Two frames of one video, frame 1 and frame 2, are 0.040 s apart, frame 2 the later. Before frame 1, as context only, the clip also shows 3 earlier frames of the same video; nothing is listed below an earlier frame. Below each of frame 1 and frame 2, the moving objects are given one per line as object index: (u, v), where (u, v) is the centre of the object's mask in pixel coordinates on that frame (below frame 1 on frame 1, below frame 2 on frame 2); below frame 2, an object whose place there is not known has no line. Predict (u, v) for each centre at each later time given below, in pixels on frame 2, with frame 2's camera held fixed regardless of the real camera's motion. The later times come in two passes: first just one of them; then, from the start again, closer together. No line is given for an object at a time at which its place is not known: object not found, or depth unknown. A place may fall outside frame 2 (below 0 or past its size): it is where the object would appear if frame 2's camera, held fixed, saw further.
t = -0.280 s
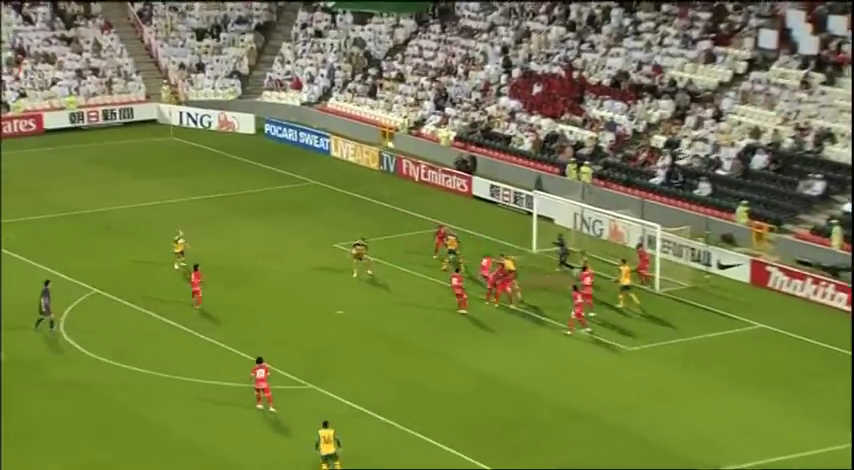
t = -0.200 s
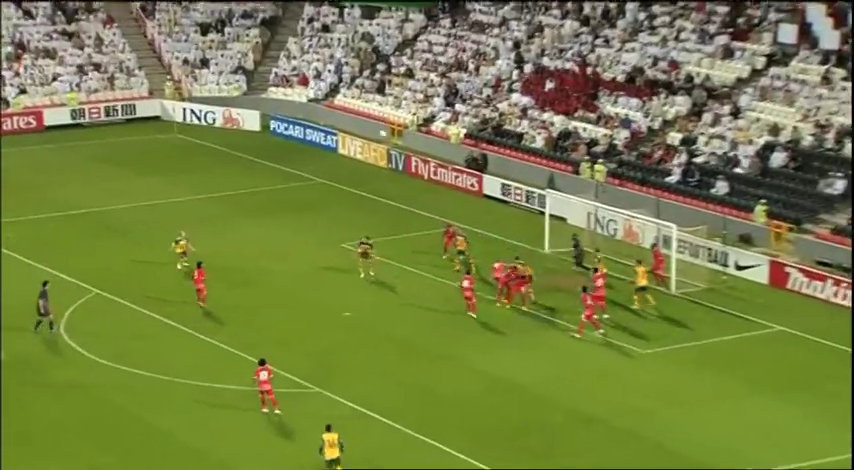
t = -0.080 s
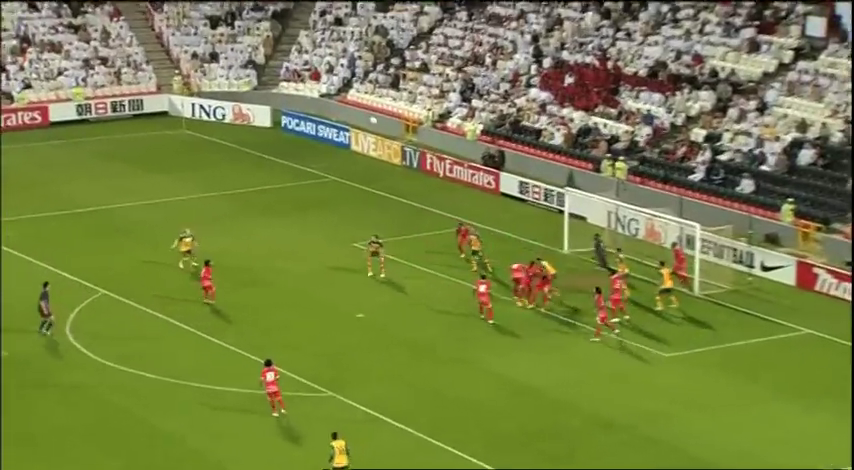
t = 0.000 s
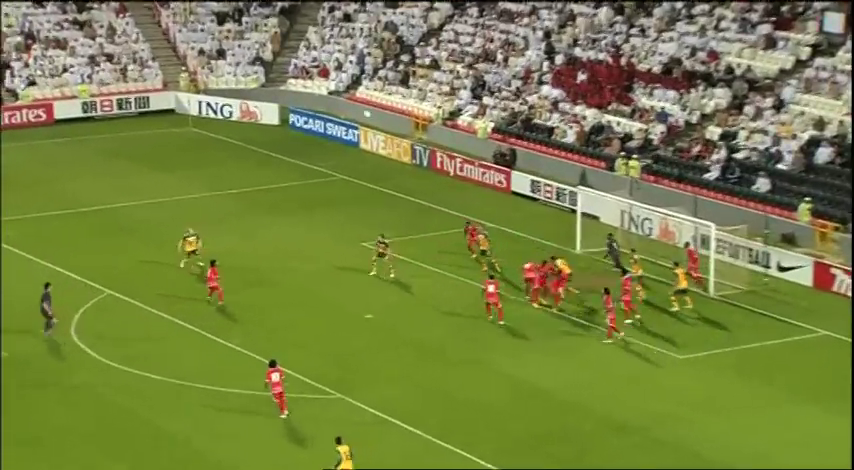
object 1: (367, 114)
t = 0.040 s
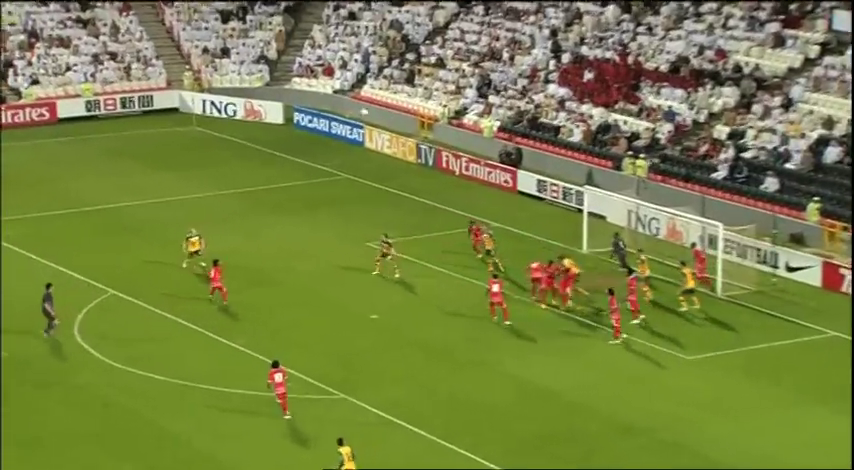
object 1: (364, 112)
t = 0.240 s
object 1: (326, 111)
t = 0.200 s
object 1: (334, 111)
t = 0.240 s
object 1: (326, 111)
